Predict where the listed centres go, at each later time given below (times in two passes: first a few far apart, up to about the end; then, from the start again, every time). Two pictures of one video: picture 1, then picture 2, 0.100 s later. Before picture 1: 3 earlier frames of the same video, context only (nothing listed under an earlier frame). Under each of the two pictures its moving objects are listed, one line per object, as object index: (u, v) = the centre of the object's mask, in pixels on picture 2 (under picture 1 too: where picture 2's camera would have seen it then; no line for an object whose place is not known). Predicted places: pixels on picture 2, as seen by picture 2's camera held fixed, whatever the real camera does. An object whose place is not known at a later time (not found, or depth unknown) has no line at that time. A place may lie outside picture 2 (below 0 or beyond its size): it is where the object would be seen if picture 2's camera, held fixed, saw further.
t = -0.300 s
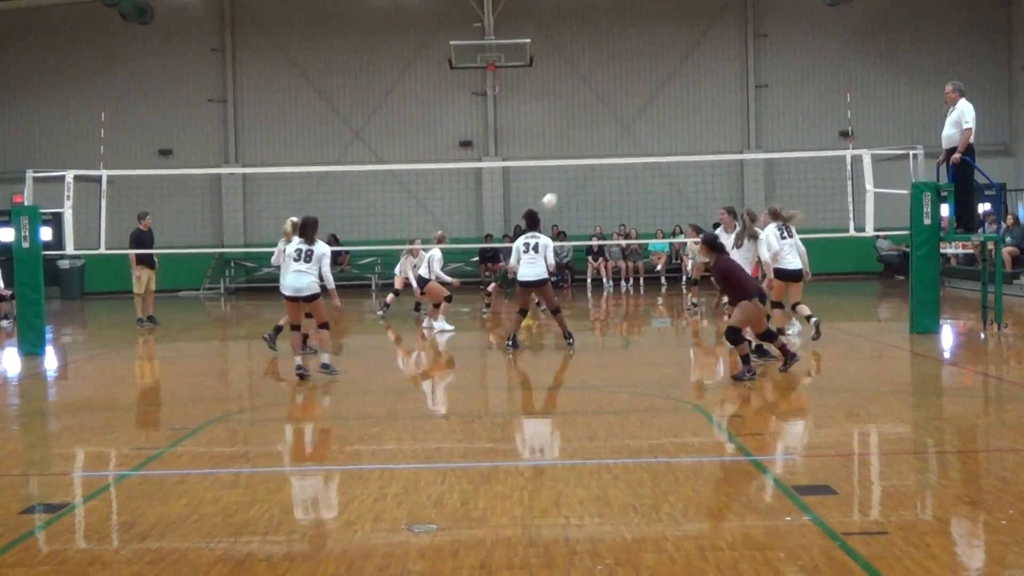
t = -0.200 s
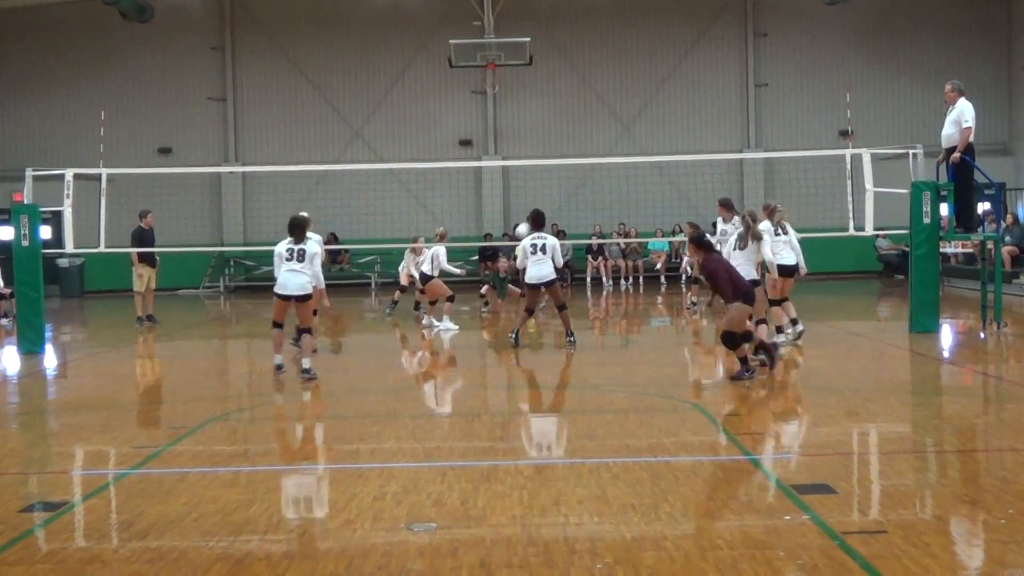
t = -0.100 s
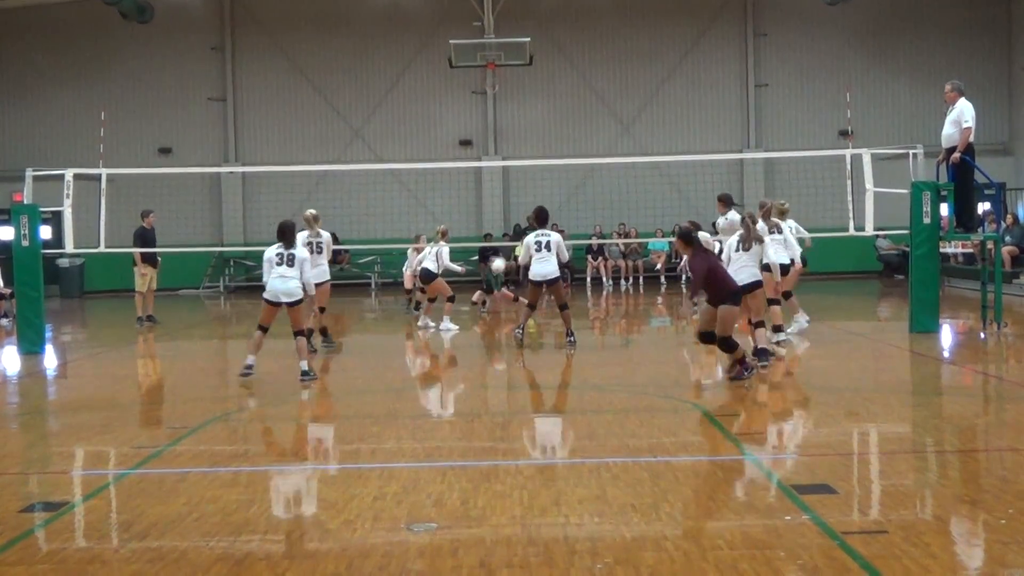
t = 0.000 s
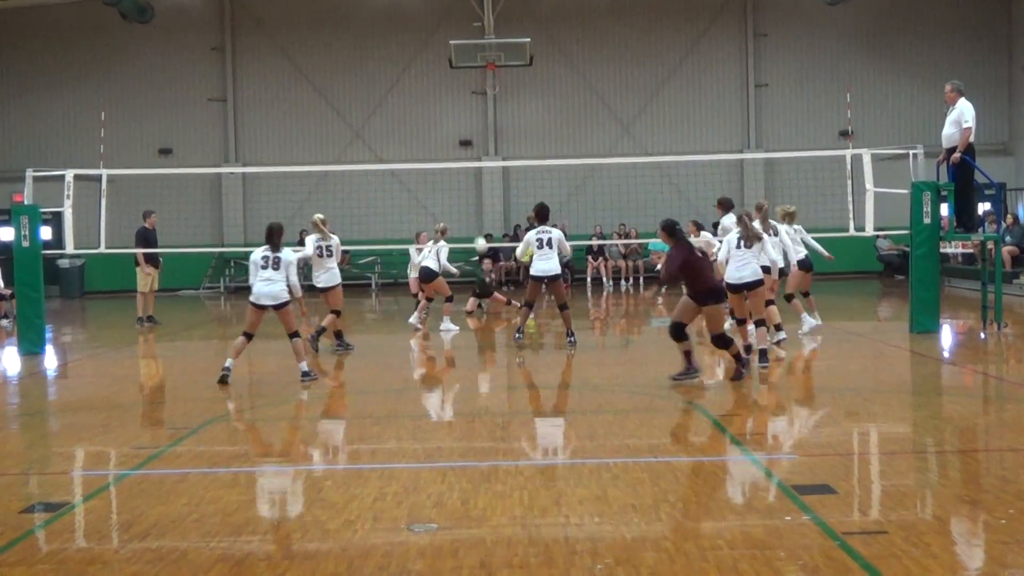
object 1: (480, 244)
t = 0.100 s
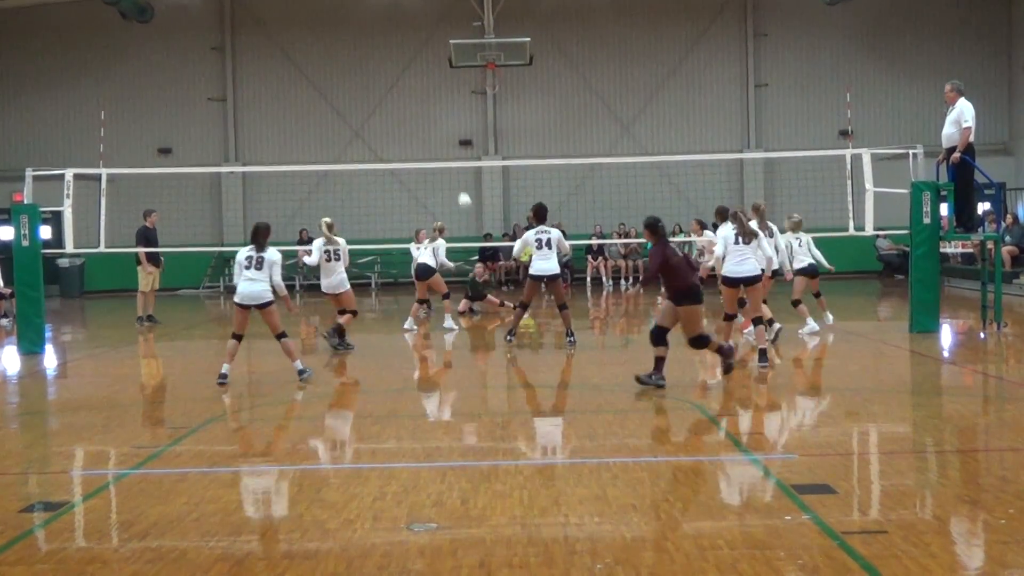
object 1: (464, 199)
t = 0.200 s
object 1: (447, 160)
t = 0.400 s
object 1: (415, 100)
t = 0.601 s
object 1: (381, 60)
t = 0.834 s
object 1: (342, 45)
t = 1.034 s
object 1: (307, 60)
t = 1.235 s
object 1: (272, 104)
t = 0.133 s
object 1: (459, 187)
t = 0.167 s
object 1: (453, 174)
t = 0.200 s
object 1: (447, 160)
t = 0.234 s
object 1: (443, 150)
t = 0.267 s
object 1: (437, 138)
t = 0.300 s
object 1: (431, 128)
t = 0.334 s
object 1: (426, 118)
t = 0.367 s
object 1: (421, 108)
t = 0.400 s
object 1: (415, 100)
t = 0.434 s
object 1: (409, 92)
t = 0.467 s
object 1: (404, 84)
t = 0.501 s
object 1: (398, 77)
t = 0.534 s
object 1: (393, 71)
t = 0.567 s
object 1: (387, 66)
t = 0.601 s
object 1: (381, 60)
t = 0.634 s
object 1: (376, 56)
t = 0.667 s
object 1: (370, 52)
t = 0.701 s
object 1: (364, 50)
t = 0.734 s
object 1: (359, 47)
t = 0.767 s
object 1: (353, 46)
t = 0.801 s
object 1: (348, 45)
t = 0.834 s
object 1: (342, 45)
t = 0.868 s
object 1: (336, 45)
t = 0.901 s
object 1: (330, 47)
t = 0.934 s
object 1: (324, 49)
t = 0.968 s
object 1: (318, 52)
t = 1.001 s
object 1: (312, 56)
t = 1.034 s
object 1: (307, 60)
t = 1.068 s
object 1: (301, 65)
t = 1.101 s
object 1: (295, 72)
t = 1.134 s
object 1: (289, 79)
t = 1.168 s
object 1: (283, 86)
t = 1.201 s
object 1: (277, 95)
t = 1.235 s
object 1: (272, 104)
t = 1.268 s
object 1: (266, 115)
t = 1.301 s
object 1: (260, 126)
